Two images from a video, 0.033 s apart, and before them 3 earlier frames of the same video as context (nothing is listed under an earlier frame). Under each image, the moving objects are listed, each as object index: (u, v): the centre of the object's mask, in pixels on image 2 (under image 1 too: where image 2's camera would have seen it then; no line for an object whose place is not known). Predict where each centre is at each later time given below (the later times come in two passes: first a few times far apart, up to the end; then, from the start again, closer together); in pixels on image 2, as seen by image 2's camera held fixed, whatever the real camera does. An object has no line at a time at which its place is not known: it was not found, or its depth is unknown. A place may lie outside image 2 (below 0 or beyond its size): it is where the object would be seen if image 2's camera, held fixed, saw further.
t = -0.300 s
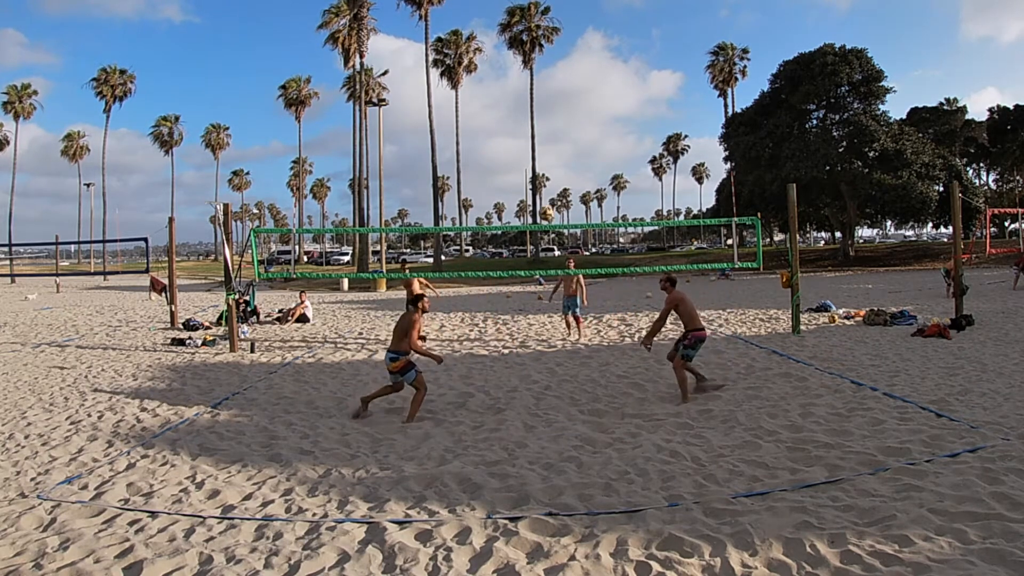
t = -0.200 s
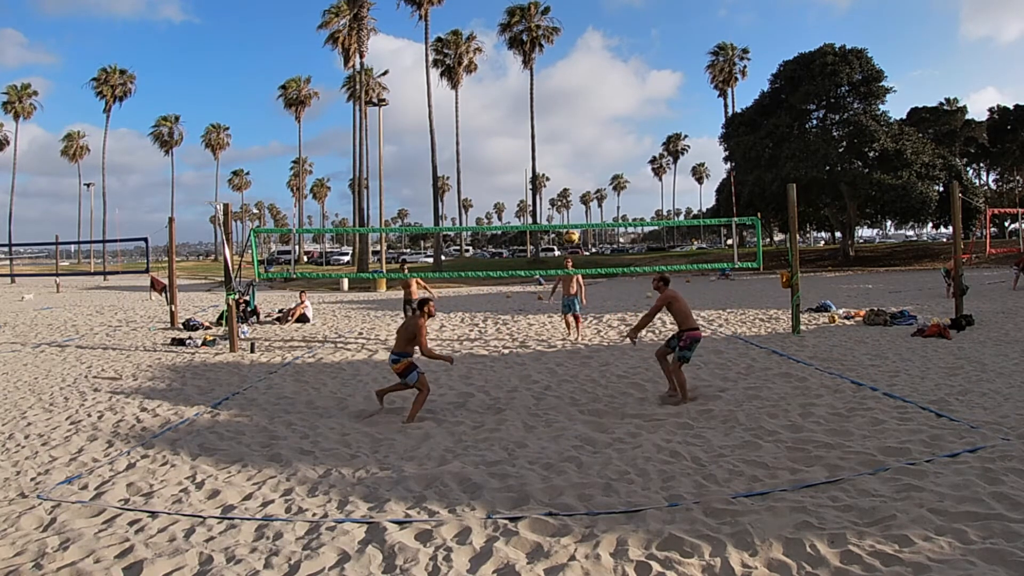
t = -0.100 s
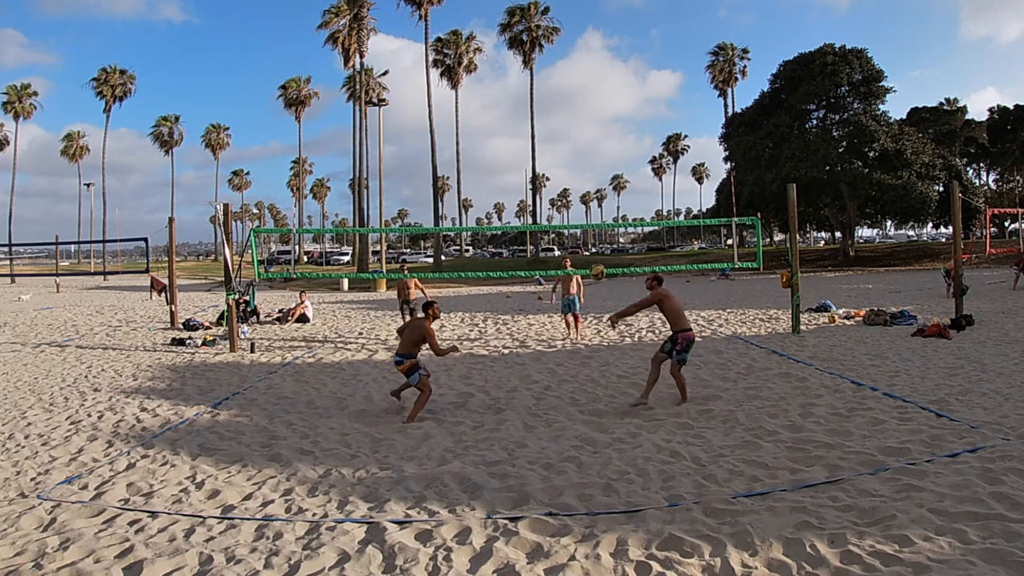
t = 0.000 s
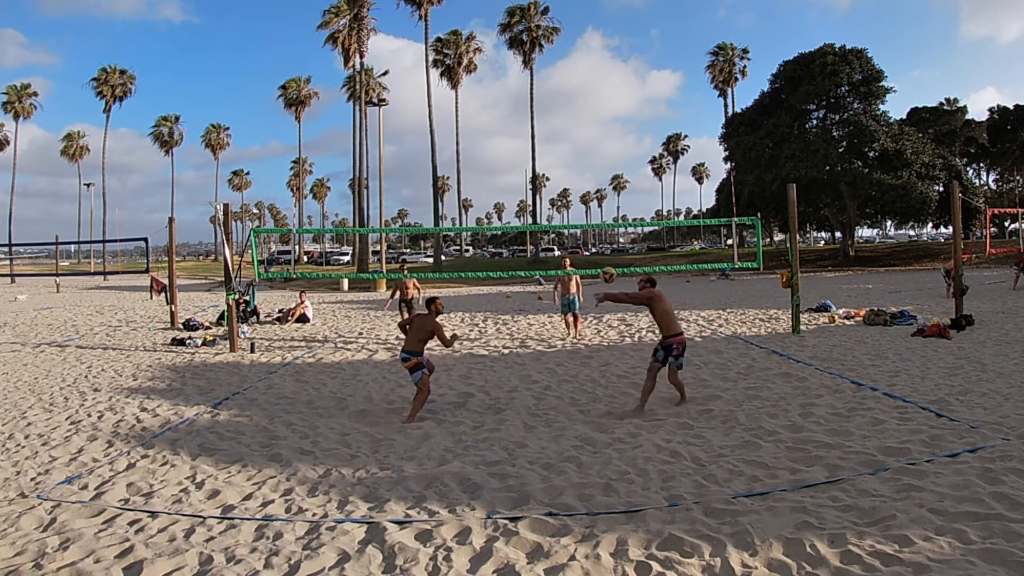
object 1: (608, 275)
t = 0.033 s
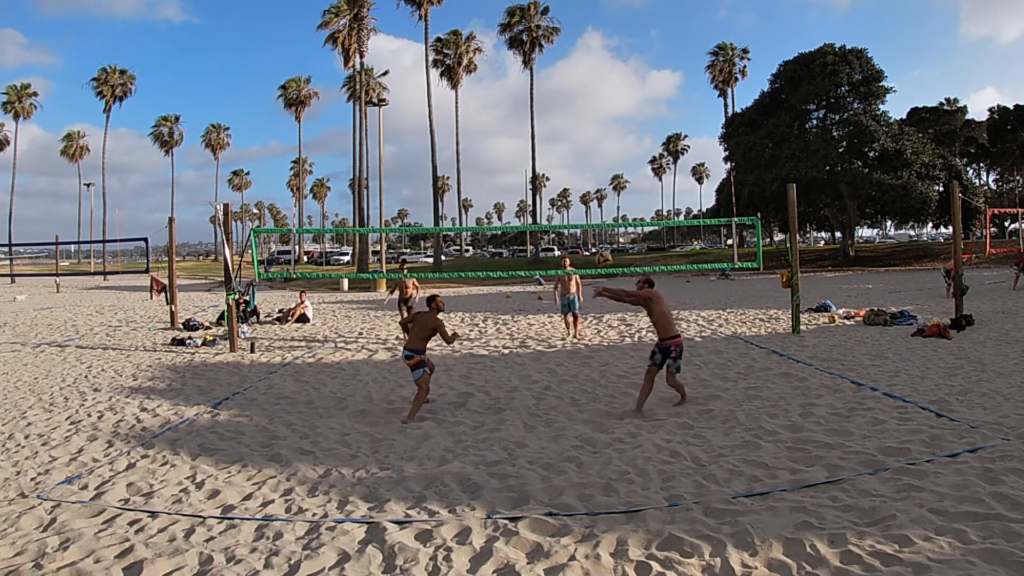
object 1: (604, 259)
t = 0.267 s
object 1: (576, 179)
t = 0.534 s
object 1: (551, 144)
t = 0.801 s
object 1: (530, 158)
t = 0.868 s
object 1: (525, 169)
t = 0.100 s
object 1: (596, 231)
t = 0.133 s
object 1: (591, 219)
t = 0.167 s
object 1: (589, 208)
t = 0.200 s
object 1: (584, 197)
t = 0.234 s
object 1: (580, 188)
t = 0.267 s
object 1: (576, 179)
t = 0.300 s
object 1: (573, 172)
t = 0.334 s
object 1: (569, 165)
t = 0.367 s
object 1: (566, 160)
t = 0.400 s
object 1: (563, 155)
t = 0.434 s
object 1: (560, 151)
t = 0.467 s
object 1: (557, 148)
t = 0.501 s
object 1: (554, 146)
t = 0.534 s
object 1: (551, 144)
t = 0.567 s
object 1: (548, 144)
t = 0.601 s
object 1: (546, 144)
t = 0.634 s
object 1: (543, 144)
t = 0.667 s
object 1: (541, 146)
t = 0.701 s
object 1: (539, 148)
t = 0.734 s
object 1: (536, 151)
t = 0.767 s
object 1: (533, 154)
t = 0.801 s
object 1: (530, 158)
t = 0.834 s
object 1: (528, 164)
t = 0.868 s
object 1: (525, 169)
